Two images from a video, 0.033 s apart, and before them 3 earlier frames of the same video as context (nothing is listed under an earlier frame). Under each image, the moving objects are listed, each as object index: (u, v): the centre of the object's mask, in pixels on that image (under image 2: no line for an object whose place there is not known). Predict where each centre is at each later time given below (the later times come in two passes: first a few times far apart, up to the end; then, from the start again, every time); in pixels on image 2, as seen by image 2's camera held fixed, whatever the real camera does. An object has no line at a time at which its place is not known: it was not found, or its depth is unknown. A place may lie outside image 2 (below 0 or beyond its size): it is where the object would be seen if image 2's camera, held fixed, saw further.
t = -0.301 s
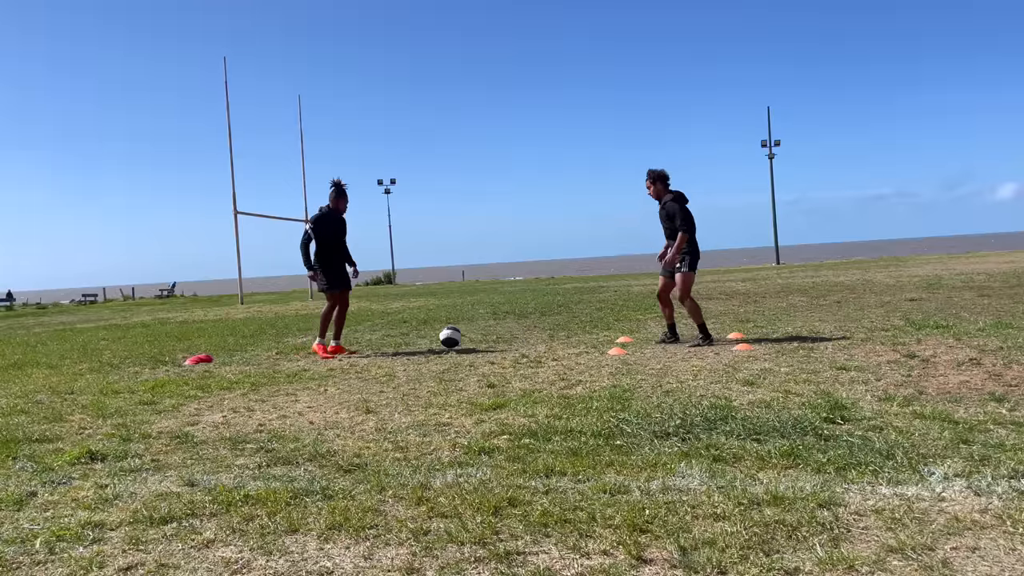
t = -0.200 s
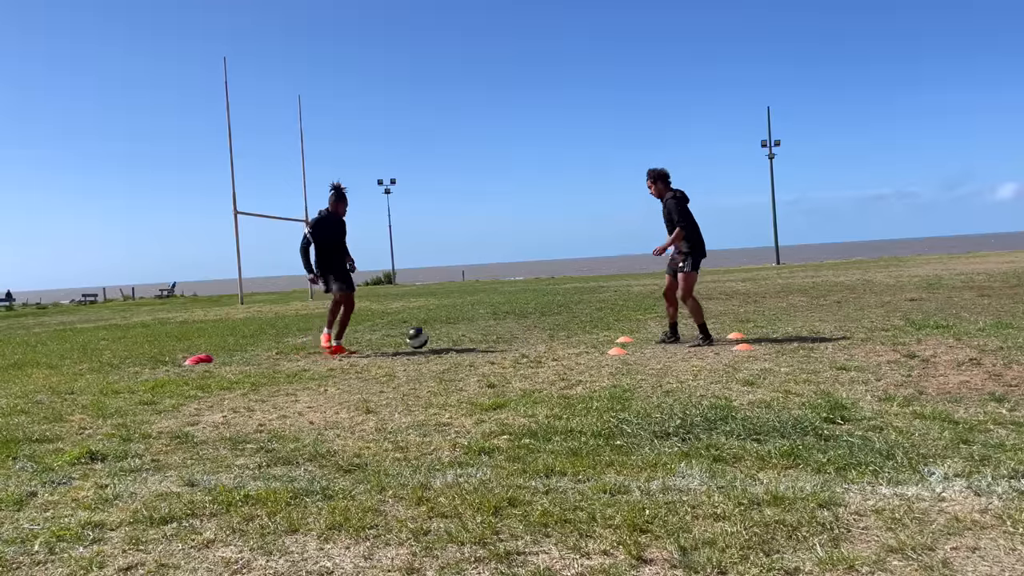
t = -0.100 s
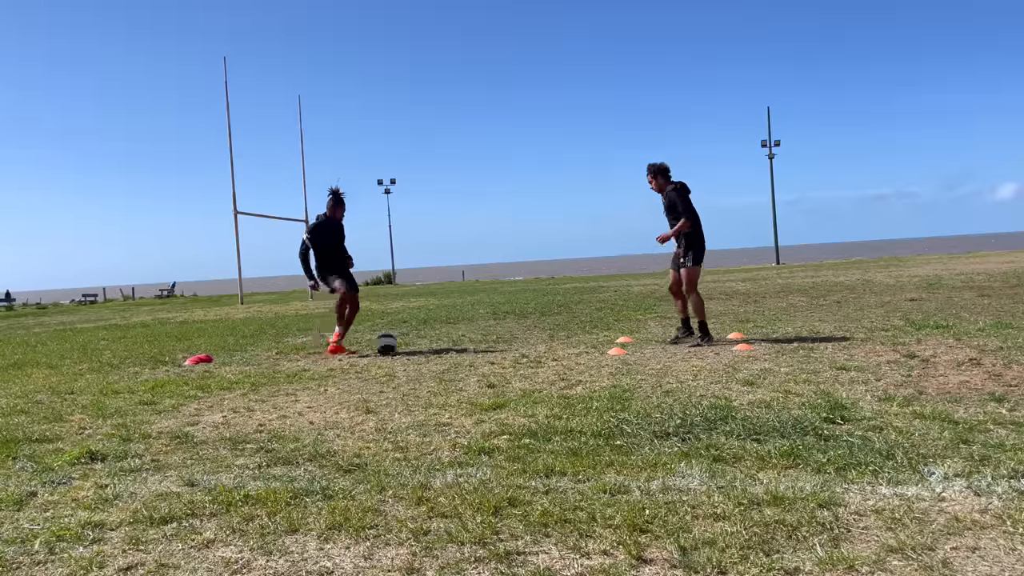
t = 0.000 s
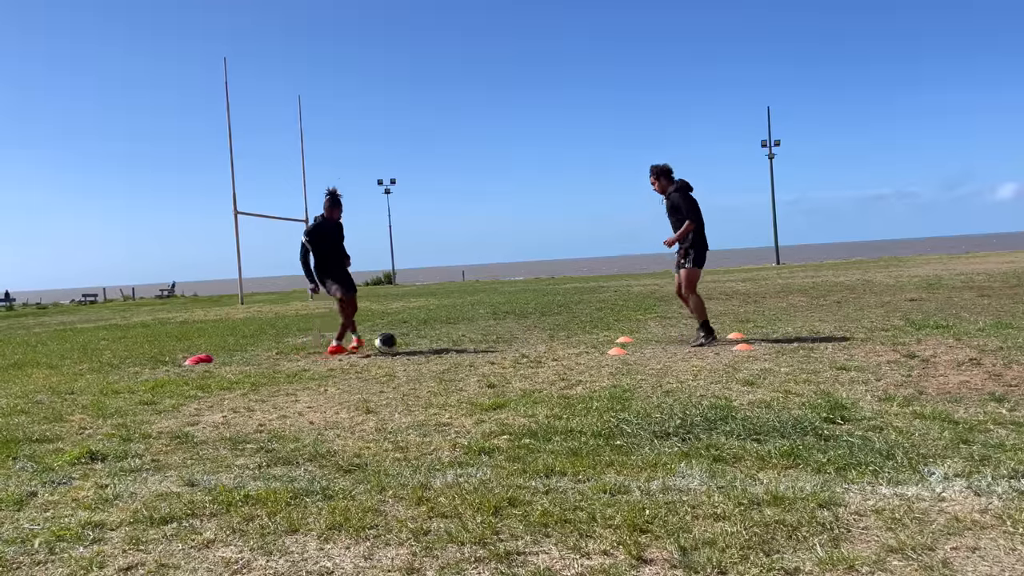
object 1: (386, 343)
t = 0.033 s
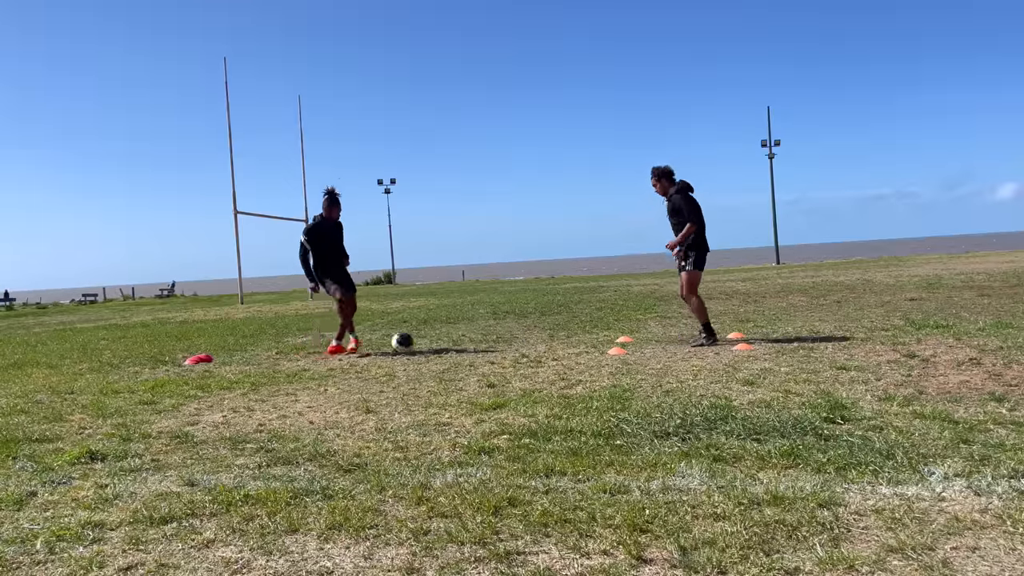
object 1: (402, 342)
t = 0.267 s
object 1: (508, 342)
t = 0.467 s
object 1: (582, 338)
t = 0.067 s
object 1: (419, 343)
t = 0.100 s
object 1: (434, 342)
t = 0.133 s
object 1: (450, 342)
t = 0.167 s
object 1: (465, 341)
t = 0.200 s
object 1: (480, 342)
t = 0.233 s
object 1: (495, 342)
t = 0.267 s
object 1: (508, 342)
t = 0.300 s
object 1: (521, 341)
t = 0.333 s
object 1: (534, 340)
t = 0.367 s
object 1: (546, 338)
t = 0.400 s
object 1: (558, 337)
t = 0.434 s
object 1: (570, 337)
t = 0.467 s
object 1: (582, 338)
